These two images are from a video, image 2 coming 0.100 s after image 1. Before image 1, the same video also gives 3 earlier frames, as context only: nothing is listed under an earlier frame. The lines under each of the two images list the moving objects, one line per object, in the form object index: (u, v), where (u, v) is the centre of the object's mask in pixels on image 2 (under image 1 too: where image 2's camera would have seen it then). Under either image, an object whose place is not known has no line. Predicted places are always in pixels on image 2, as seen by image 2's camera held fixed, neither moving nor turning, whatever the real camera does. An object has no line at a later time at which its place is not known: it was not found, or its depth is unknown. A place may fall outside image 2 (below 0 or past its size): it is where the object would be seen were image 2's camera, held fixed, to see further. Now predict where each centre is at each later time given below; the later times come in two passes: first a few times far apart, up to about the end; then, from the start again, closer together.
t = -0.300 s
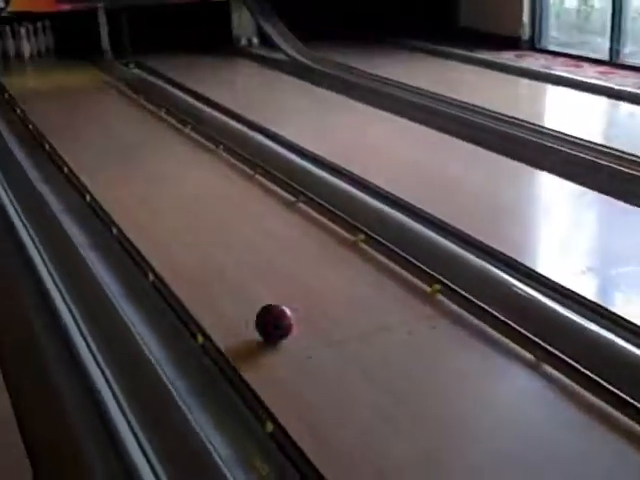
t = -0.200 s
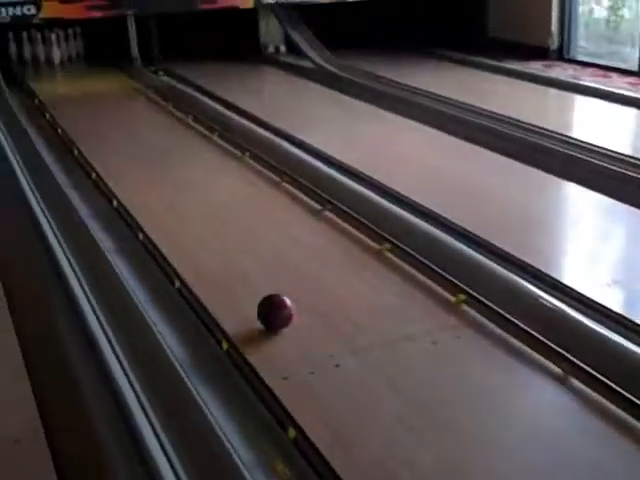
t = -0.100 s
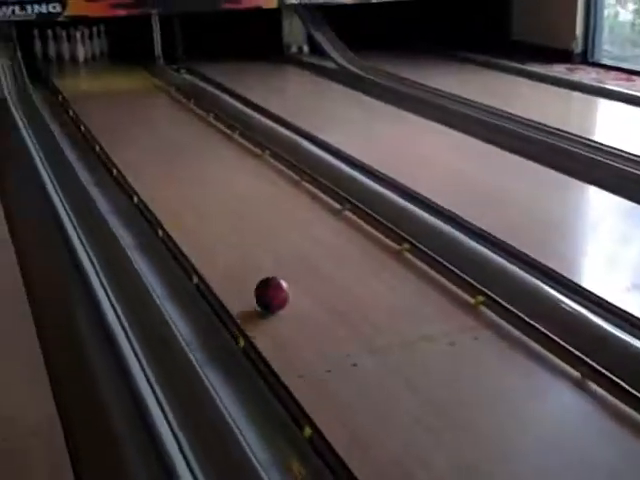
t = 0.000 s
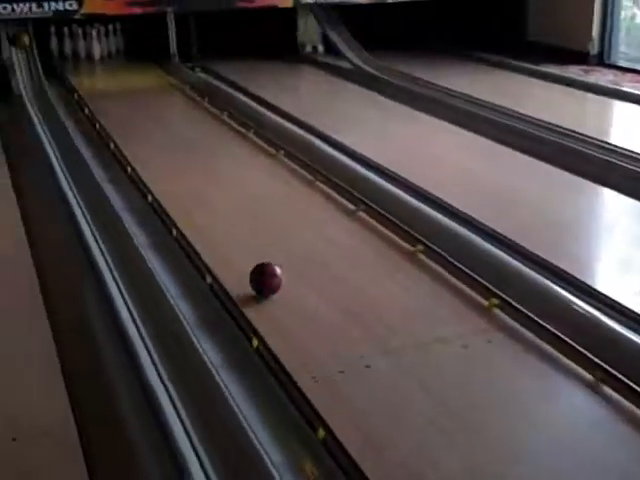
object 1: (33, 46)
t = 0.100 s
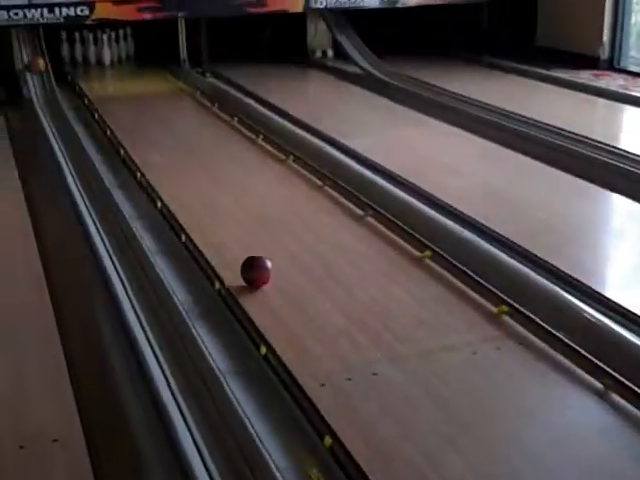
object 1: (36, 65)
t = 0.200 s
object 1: (40, 86)
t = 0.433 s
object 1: (52, 111)
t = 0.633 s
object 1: (63, 132)
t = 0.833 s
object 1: (75, 156)
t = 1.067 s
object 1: (94, 194)
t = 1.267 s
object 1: (117, 238)
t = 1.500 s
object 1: (155, 310)
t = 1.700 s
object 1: (202, 382)
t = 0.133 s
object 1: (39, 72)
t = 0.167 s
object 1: (39, 80)
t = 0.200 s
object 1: (40, 86)
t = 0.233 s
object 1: (43, 90)
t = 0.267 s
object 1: (45, 94)
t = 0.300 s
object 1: (46, 98)
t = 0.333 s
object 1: (48, 102)
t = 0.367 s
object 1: (49, 104)
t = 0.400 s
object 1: (51, 107)
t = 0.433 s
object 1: (52, 111)
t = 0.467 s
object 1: (54, 114)
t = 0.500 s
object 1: (55, 117)
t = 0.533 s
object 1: (57, 120)
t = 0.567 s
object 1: (59, 124)
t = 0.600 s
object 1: (60, 128)
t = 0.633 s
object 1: (63, 132)
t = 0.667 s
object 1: (64, 135)
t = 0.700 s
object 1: (65, 139)
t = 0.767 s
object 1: (70, 147)
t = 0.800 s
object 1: (72, 151)
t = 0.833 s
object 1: (75, 156)
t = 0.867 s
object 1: (77, 160)
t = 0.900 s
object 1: (79, 166)
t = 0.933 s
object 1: (83, 171)
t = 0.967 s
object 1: (85, 177)
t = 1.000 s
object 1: (88, 181)
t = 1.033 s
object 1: (91, 187)
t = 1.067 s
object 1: (94, 194)
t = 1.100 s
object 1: (98, 200)
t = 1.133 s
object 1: (102, 208)
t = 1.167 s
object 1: (105, 214)
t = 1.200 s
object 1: (109, 221)
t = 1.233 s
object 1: (112, 230)
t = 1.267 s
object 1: (117, 238)
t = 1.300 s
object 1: (122, 247)
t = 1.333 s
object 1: (126, 256)
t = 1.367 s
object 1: (131, 265)
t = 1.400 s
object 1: (137, 277)
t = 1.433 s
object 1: (142, 287)
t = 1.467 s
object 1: (149, 299)
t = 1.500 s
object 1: (155, 310)
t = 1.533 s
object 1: (161, 323)
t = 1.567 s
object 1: (168, 337)
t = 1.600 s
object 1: (176, 352)
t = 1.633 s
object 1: (184, 366)
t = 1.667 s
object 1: (192, 373)
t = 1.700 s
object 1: (202, 382)
